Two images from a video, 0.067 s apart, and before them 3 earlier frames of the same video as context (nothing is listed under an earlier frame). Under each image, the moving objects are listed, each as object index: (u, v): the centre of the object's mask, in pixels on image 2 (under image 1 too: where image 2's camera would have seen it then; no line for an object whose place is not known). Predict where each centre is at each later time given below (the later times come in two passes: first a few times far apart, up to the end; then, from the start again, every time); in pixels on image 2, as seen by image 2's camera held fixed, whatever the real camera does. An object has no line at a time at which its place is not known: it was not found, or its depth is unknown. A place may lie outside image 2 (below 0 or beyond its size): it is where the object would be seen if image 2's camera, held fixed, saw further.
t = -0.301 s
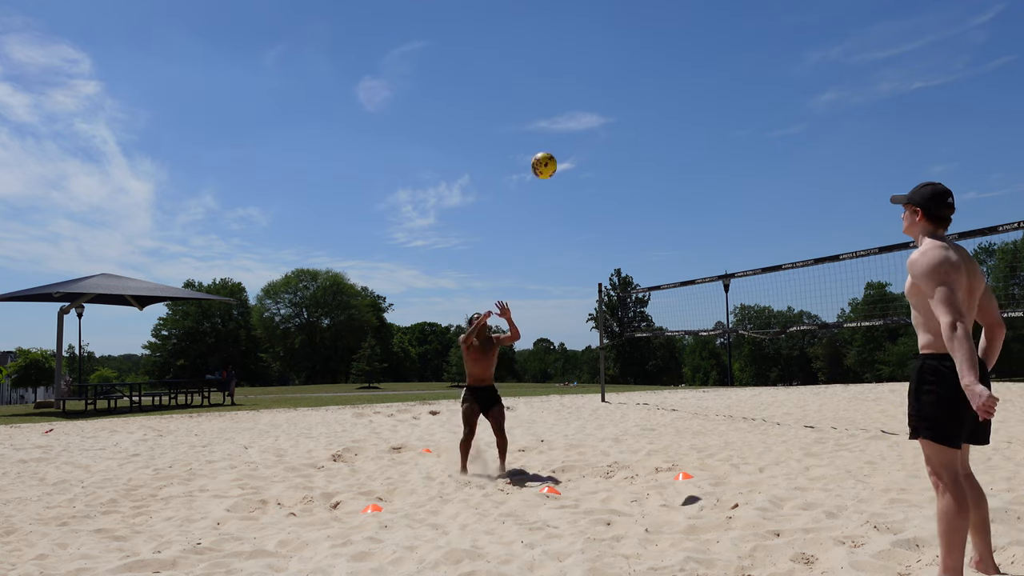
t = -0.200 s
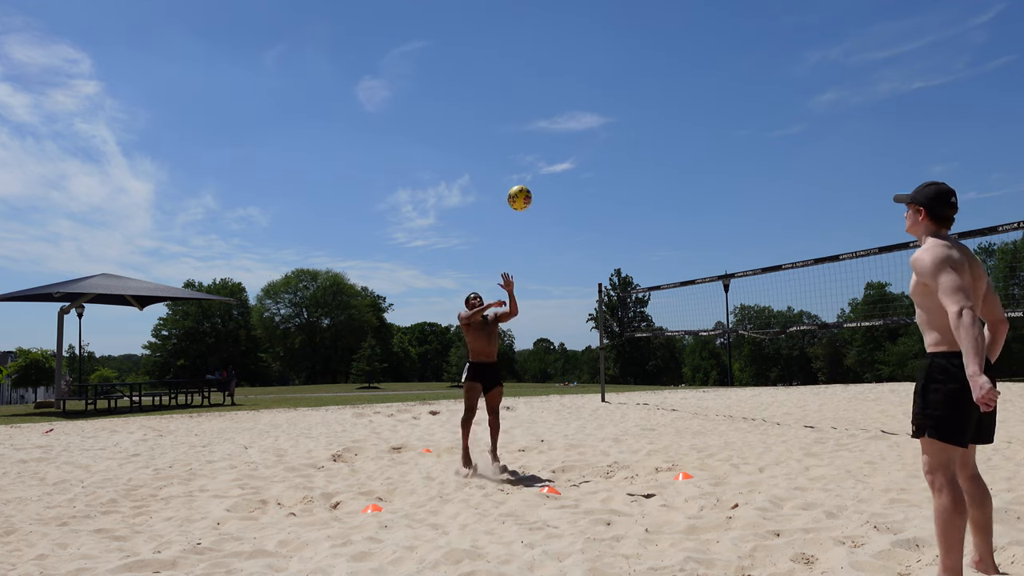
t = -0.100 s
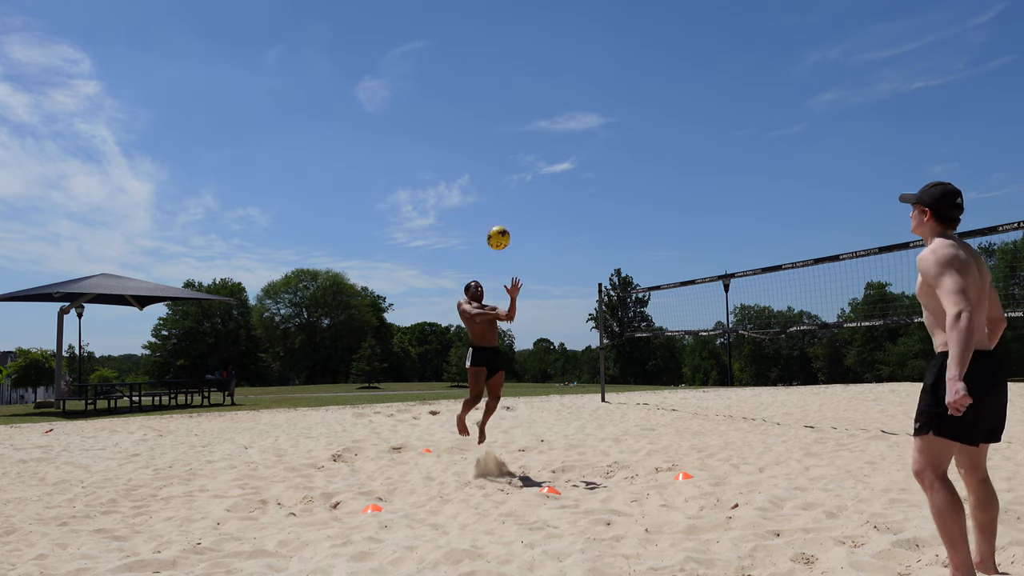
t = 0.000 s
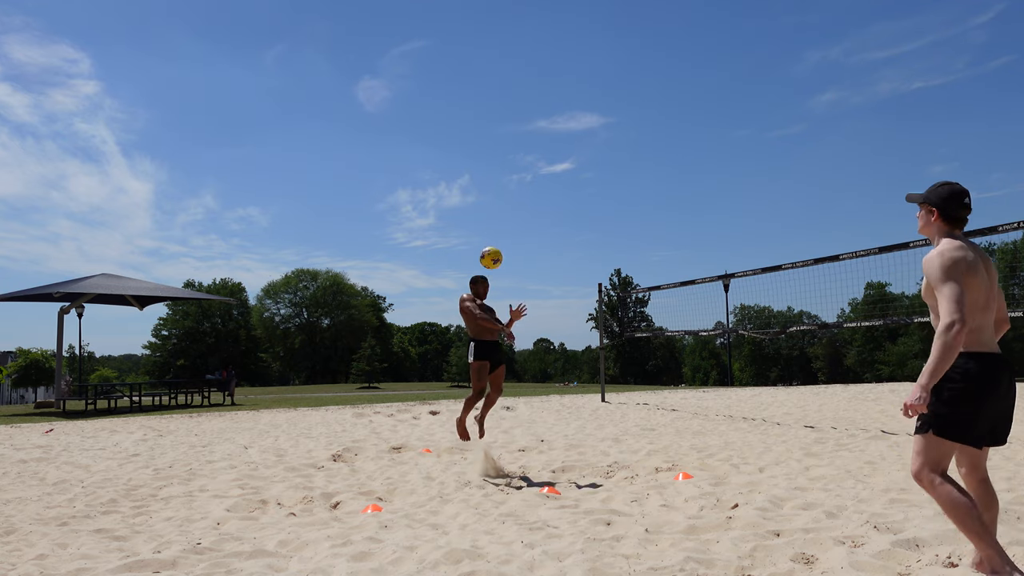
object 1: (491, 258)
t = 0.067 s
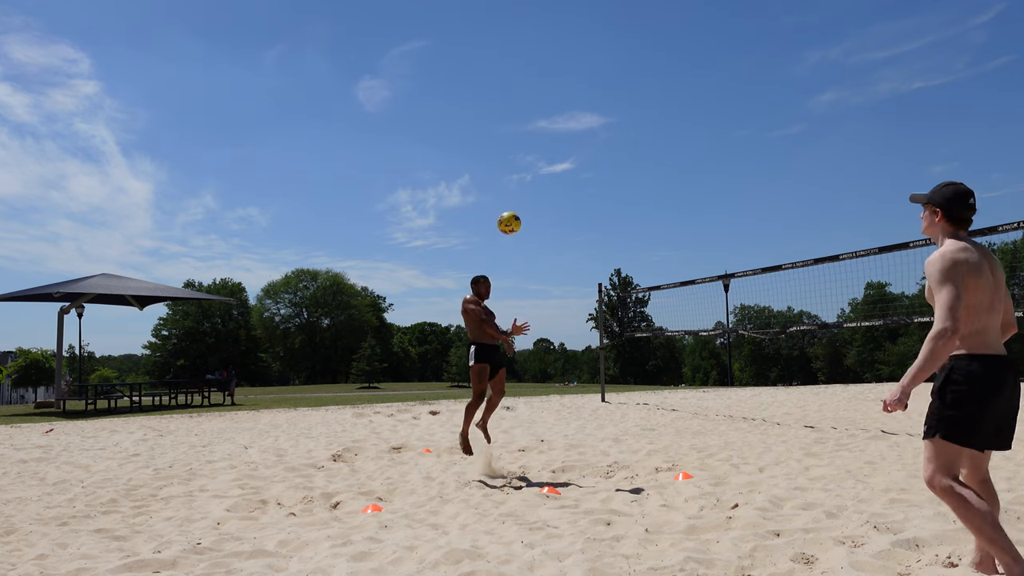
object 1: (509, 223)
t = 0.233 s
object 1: (559, 147)
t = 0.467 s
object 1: (646, 73)
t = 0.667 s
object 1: (744, 51)
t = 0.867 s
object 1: (878, 90)
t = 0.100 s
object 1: (518, 206)
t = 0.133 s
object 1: (528, 190)
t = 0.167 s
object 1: (538, 175)
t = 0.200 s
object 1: (548, 161)
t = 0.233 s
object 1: (559, 147)
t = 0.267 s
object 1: (570, 134)
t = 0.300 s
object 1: (582, 122)
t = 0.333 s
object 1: (593, 110)
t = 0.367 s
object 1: (606, 100)
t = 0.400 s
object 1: (619, 90)
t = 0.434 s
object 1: (632, 81)
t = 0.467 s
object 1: (646, 73)
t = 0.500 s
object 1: (661, 66)
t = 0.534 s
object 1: (676, 60)
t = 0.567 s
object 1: (692, 56)
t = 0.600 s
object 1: (709, 53)
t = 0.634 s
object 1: (726, 51)
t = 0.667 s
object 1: (744, 51)
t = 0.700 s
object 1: (764, 53)
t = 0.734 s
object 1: (784, 57)
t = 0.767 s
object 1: (805, 62)
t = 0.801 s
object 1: (828, 69)
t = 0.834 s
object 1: (853, 78)
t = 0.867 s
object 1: (878, 90)
